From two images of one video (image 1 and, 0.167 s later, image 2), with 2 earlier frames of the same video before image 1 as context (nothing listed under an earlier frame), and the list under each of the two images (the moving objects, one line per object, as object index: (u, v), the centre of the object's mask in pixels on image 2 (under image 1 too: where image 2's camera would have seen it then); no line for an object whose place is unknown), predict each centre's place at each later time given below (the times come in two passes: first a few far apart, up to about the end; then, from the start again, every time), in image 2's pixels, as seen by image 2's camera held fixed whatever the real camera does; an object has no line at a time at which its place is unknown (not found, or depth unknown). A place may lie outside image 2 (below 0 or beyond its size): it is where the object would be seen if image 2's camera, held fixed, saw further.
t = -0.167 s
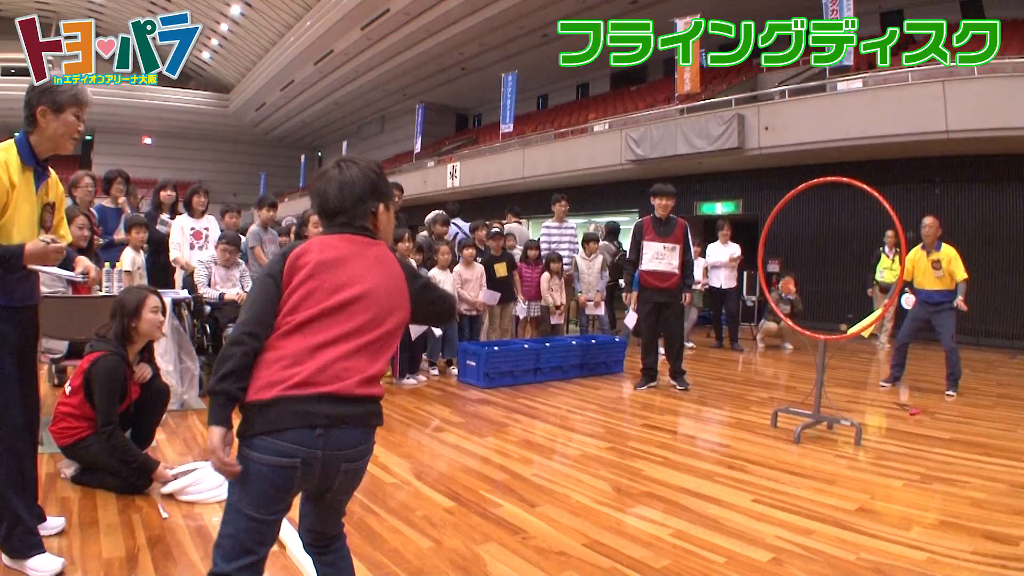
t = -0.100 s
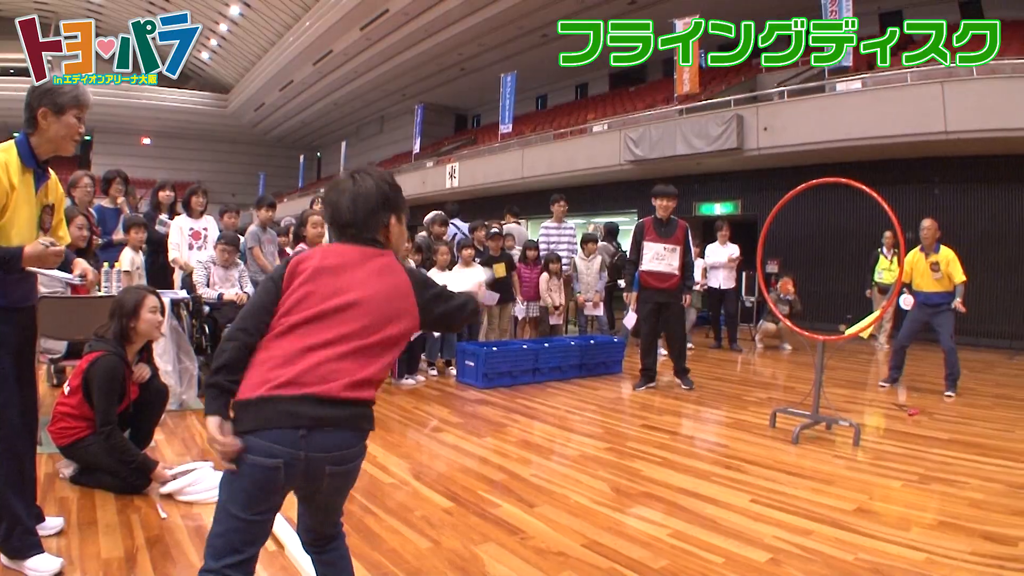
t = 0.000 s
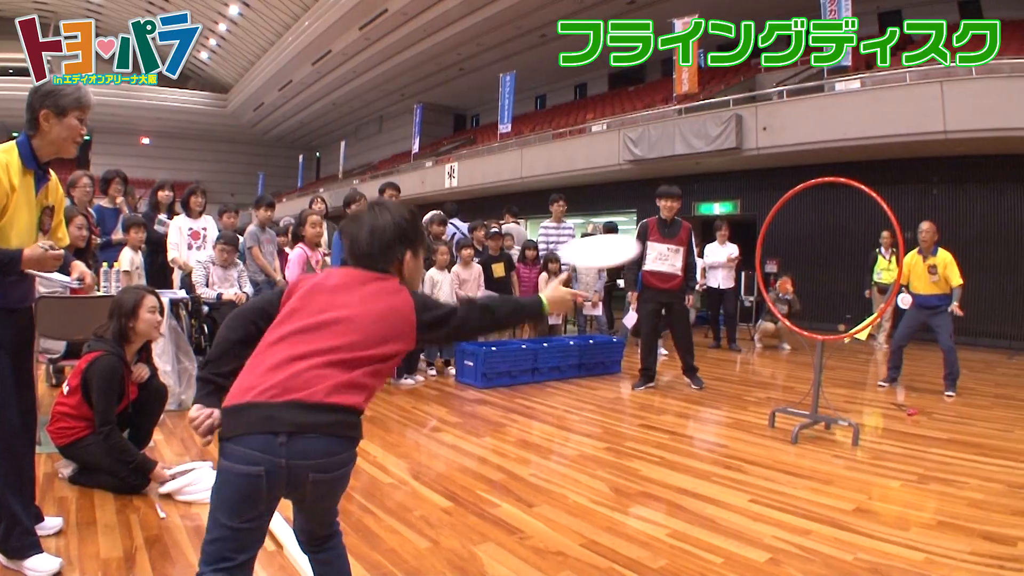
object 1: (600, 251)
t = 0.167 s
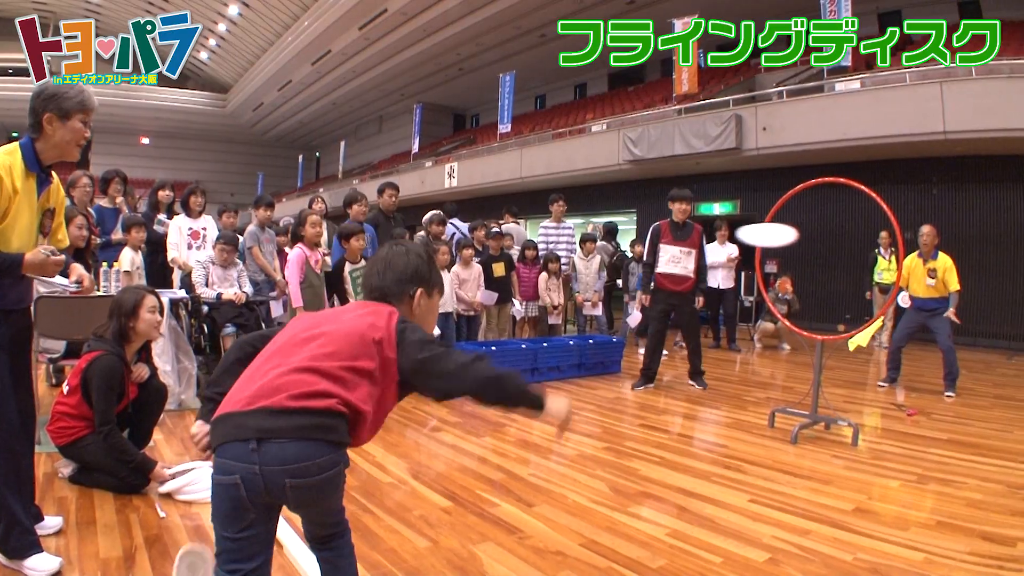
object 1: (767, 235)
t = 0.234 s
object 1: (813, 236)
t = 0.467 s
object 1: (874, 261)
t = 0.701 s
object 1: (839, 361)
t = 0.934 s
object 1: (838, 430)
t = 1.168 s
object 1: (868, 449)
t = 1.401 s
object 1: (867, 450)
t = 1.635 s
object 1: (866, 449)
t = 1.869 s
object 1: (865, 449)
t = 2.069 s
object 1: (867, 450)
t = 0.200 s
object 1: (791, 235)
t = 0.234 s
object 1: (813, 236)
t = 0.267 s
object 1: (834, 237)
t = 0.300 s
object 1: (852, 239)
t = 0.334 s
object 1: (868, 242)
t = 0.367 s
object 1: (884, 245)
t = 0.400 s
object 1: (884, 247)
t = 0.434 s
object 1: (878, 253)
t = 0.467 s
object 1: (874, 261)
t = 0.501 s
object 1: (865, 269)
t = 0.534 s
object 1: (865, 285)
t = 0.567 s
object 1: (863, 294)
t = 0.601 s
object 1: (856, 310)
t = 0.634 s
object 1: (851, 324)
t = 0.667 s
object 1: (843, 345)
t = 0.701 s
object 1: (839, 361)
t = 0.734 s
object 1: (835, 377)
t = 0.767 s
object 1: (827, 401)
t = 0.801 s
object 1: (820, 421)
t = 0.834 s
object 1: (822, 440)
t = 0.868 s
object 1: (825, 439)
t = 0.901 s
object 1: (831, 433)
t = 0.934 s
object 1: (838, 430)
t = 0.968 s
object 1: (844, 429)
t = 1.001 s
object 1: (849, 429)
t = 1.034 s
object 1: (854, 431)
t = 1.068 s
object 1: (859, 435)
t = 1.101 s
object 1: (864, 440)
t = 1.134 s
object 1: (867, 447)
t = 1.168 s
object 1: (868, 449)
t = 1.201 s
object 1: (869, 449)
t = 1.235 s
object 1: (869, 448)
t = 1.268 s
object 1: (869, 448)
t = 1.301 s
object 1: (869, 449)
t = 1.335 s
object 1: (868, 449)
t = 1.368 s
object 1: (868, 451)
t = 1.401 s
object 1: (867, 450)
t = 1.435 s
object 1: (867, 449)
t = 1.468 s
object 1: (867, 449)
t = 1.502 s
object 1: (867, 449)
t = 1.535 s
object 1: (867, 449)
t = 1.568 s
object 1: (866, 450)
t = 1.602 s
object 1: (866, 450)
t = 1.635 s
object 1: (866, 449)
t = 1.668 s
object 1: (865, 448)
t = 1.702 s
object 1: (866, 449)
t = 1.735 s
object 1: (866, 449)
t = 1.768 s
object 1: (866, 450)
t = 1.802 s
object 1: (866, 449)
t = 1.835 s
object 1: (866, 449)
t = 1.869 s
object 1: (865, 449)
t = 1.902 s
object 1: (866, 449)
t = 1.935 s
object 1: (866, 450)
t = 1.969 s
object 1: (867, 449)
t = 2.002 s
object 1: (867, 449)
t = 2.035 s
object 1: (867, 449)
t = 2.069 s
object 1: (867, 450)
